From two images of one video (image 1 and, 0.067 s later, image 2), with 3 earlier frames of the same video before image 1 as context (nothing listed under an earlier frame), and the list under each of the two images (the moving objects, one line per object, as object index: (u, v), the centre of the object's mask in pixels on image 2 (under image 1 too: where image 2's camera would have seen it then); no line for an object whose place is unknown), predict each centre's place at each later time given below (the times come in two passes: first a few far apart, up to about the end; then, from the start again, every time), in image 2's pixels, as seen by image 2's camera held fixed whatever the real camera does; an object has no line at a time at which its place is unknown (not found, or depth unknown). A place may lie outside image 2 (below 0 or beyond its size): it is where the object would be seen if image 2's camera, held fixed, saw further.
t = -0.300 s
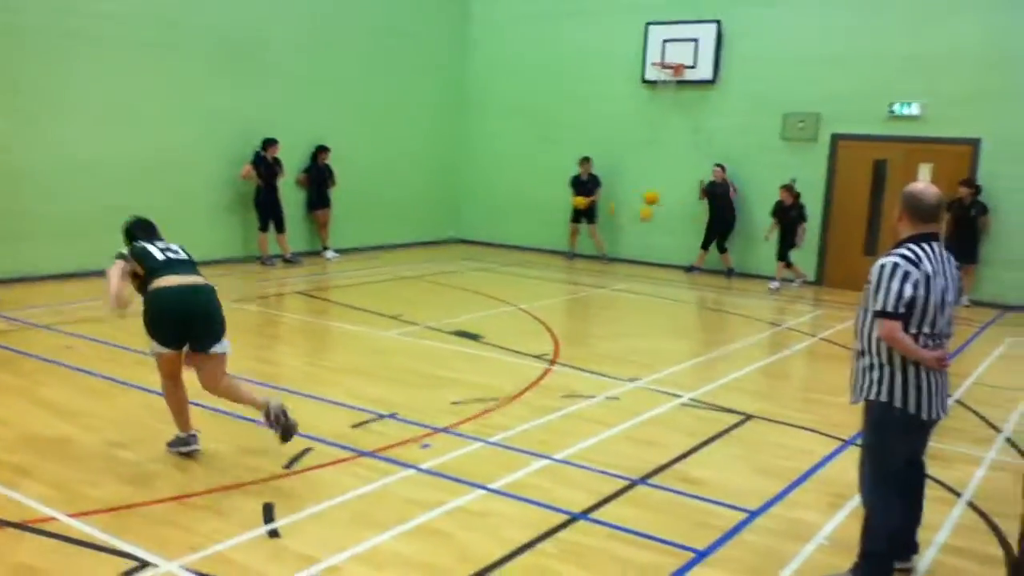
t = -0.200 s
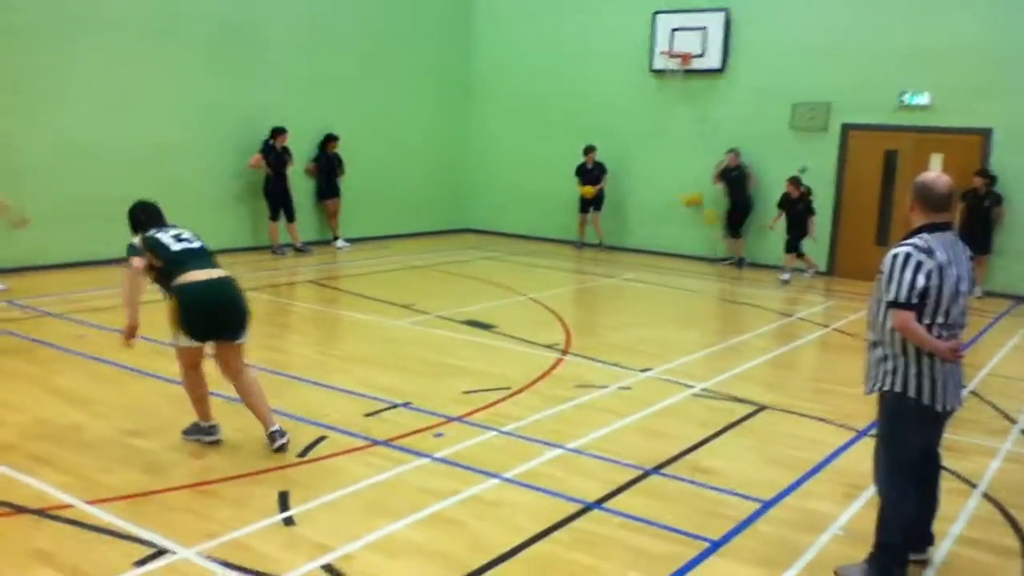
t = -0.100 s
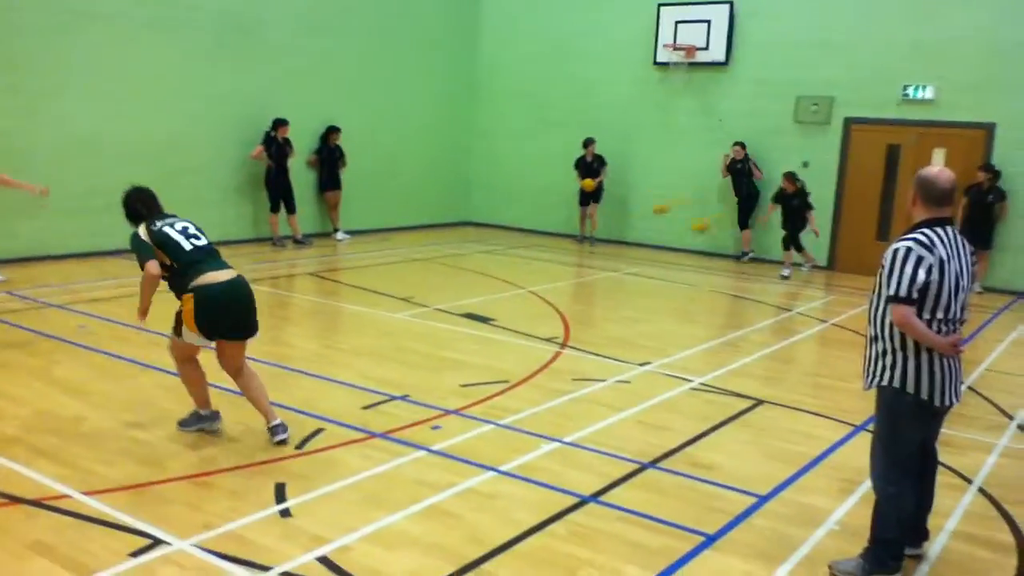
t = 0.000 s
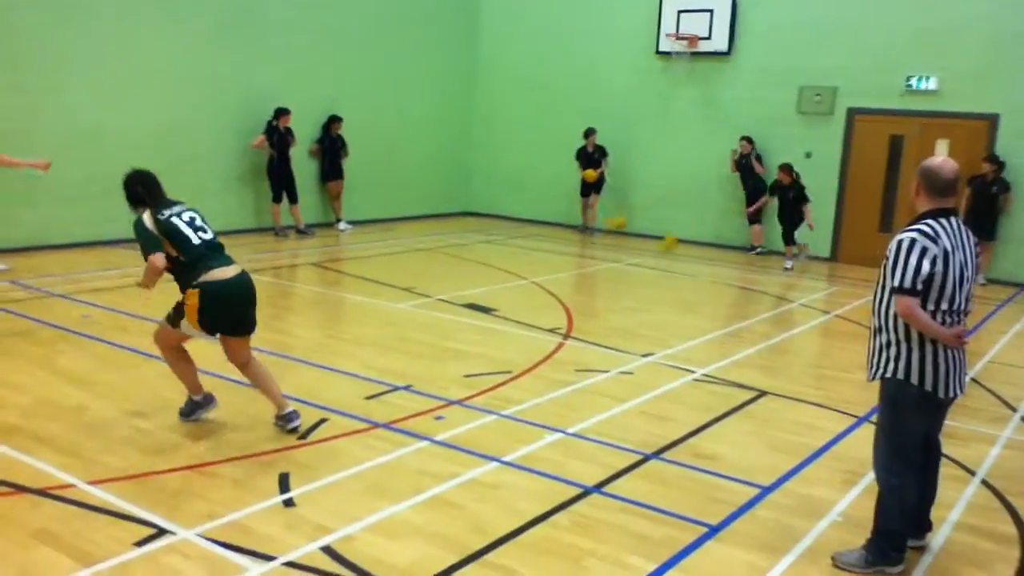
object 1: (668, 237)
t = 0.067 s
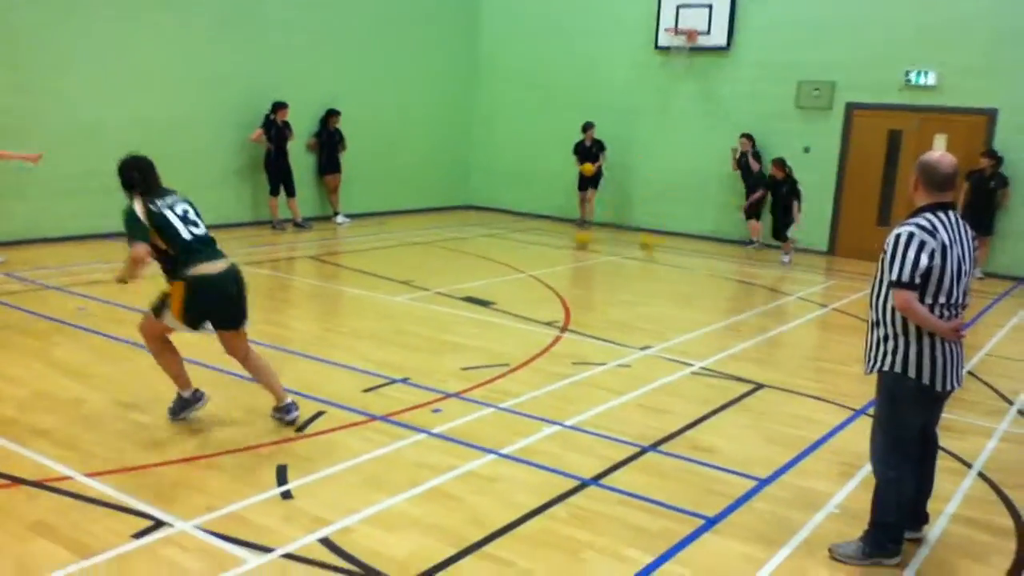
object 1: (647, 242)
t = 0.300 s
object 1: (585, 215)
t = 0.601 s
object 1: (484, 258)
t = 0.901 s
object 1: (370, 256)
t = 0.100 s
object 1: (639, 236)
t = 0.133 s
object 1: (629, 229)
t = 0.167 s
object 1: (622, 226)
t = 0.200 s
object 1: (613, 221)
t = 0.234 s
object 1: (604, 219)
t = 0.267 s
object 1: (595, 216)
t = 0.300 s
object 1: (585, 215)
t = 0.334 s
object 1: (573, 215)
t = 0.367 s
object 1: (565, 215)
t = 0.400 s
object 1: (554, 217)
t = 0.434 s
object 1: (543, 221)
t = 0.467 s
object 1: (532, 226)
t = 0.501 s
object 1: (520, 232)
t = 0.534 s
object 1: (507, 239)
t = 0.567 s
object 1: (495, 247)
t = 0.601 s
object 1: (484, 258)
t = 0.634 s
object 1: (471, 270)
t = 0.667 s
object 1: (456, 286)
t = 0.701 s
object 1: (444, 285)
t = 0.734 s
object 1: (433, 278)
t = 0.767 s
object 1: (421, 269)
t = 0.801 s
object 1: (409, 264)
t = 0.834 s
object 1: (396, 261)
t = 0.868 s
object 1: (384, 258)
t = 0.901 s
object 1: (370, 256)
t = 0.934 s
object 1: (357, 256)
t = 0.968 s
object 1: (344, 258)
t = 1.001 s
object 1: (327, 260)
